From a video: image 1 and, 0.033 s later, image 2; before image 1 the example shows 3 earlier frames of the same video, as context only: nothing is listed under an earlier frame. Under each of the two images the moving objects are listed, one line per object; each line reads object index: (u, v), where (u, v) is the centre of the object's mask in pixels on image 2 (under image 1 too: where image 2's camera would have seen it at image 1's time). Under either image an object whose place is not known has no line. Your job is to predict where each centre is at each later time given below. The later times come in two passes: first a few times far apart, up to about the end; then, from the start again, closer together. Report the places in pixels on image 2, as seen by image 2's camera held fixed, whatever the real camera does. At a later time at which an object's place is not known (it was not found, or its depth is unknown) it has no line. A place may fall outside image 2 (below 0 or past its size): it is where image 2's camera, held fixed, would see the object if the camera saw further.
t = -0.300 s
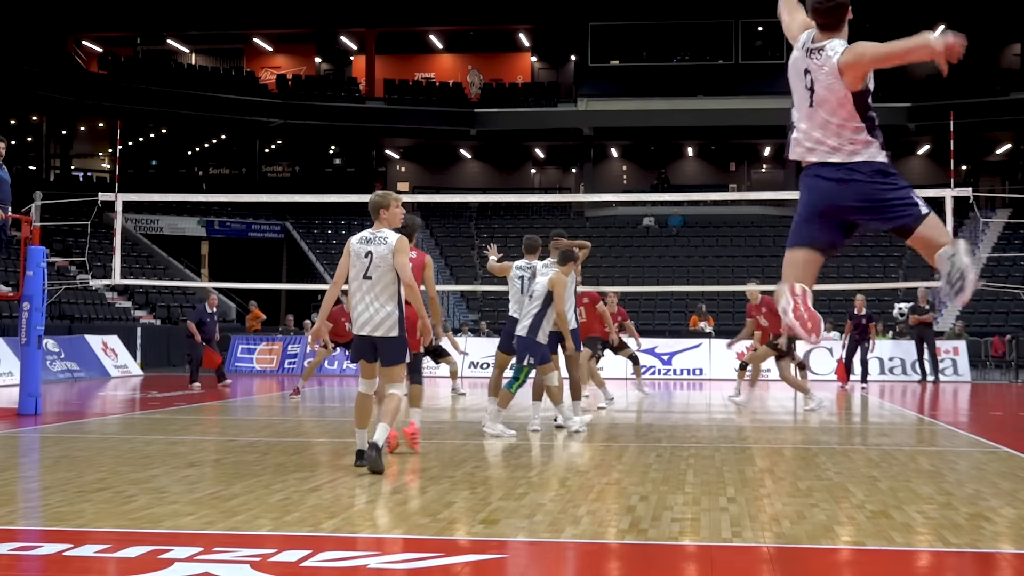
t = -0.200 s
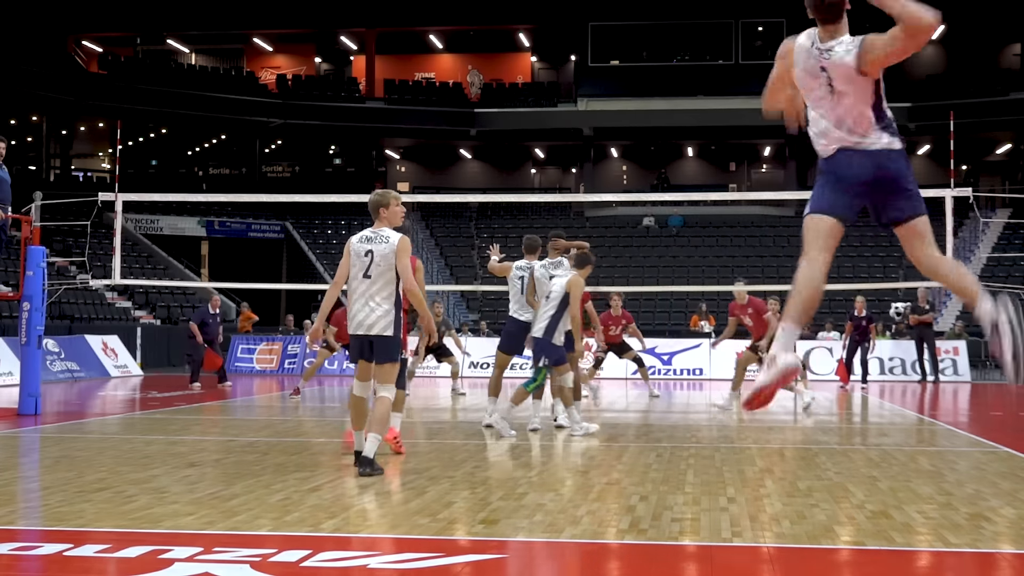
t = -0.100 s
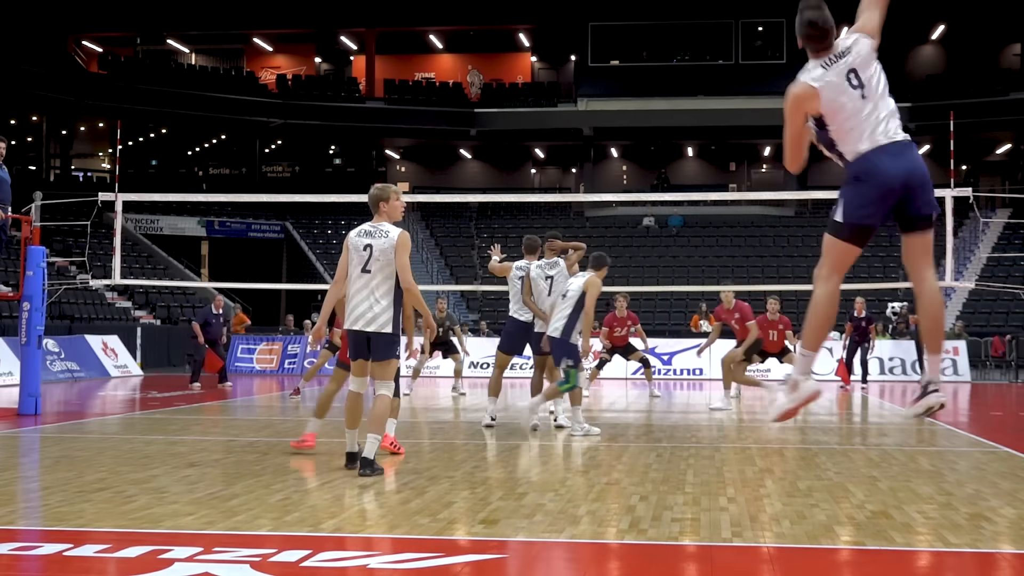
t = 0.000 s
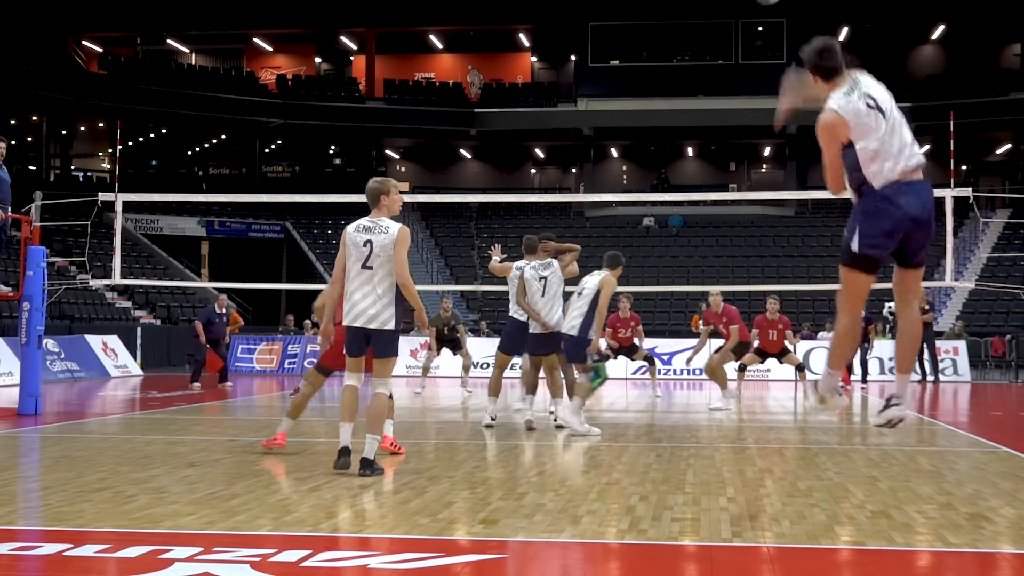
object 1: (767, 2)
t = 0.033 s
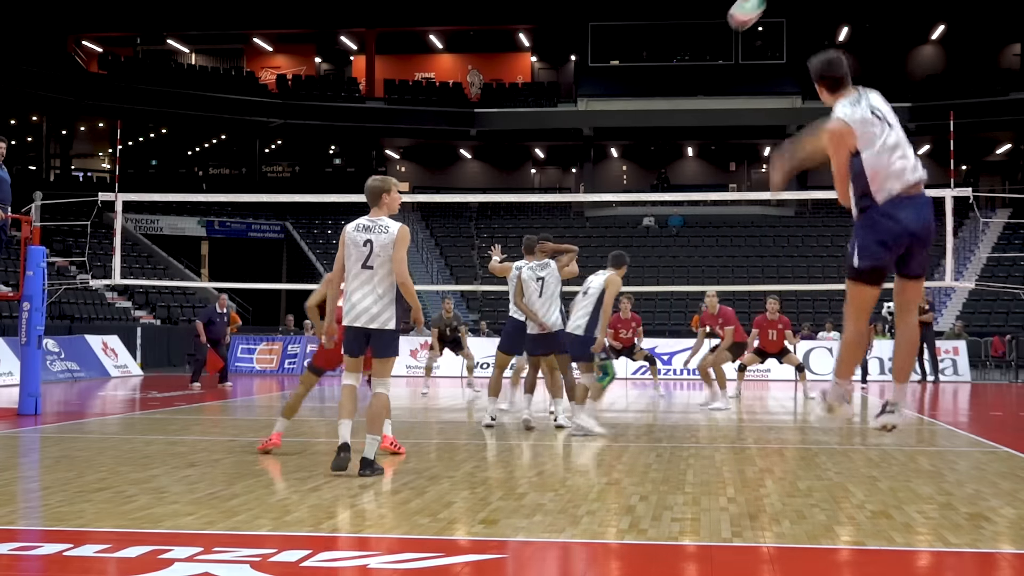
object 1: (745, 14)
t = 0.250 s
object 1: (633, 162)
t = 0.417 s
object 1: (583, 266)
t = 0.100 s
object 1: (701, 61)
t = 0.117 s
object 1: (692, 73)
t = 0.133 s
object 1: (683, 84)
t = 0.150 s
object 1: (675, 95)
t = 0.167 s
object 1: (667, 107)
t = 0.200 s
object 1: (652, 130)
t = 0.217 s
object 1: (646, 141)
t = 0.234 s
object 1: (639, 151)
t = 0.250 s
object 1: (633, 162)
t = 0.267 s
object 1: (628, 172)
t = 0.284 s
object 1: (622, 182)
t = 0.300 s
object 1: (617, 192)
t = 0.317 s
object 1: (610, 208)
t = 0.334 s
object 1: (606, 215)
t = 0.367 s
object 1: (597, 235)
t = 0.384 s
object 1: (592, 246)
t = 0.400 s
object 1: (587, 256)
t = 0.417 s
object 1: (583, 266)
